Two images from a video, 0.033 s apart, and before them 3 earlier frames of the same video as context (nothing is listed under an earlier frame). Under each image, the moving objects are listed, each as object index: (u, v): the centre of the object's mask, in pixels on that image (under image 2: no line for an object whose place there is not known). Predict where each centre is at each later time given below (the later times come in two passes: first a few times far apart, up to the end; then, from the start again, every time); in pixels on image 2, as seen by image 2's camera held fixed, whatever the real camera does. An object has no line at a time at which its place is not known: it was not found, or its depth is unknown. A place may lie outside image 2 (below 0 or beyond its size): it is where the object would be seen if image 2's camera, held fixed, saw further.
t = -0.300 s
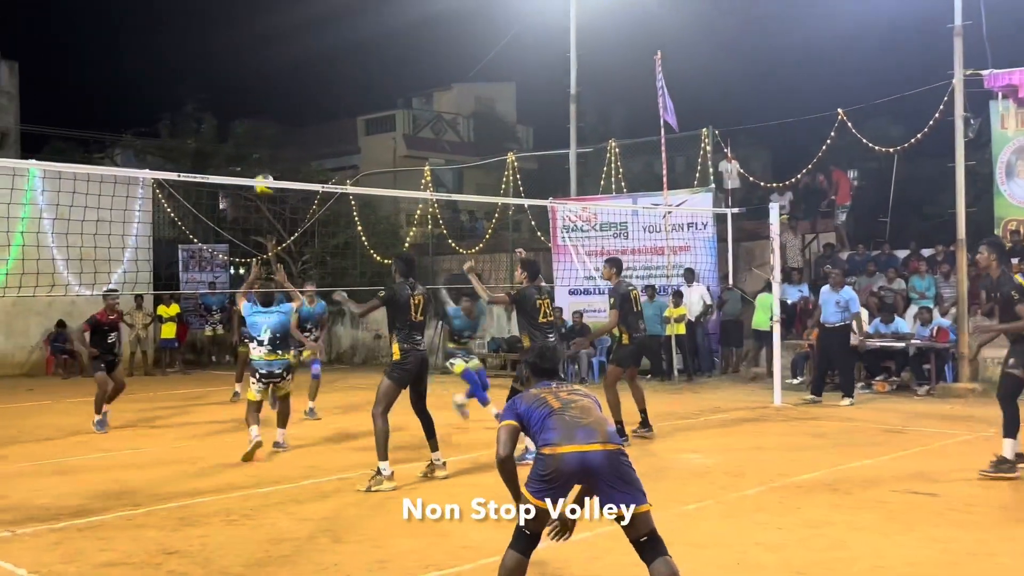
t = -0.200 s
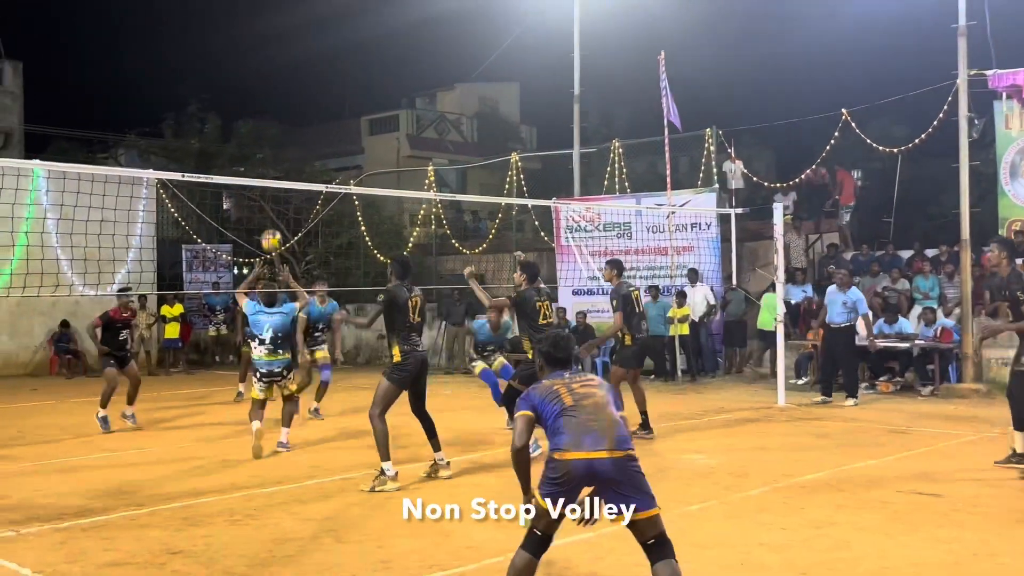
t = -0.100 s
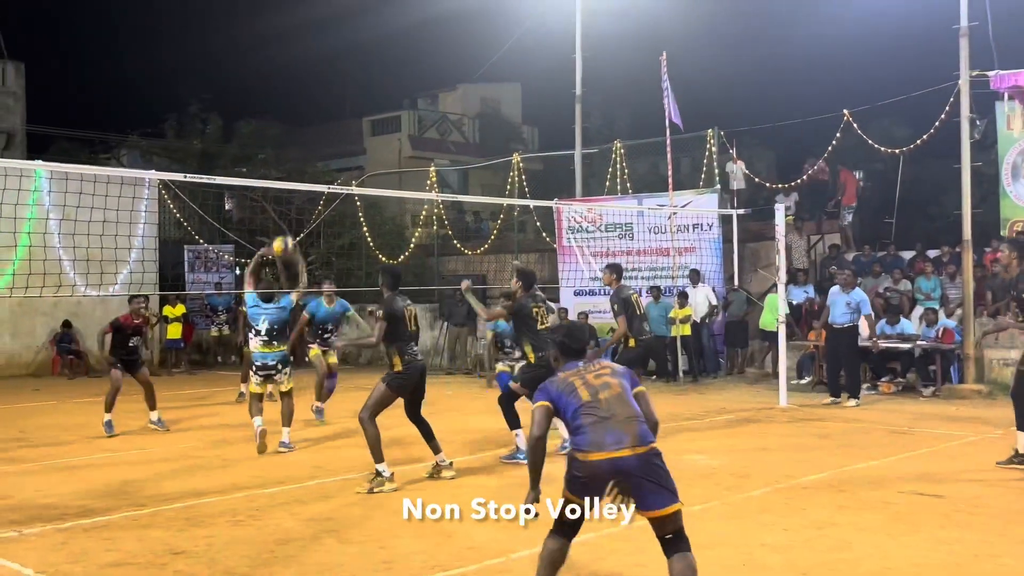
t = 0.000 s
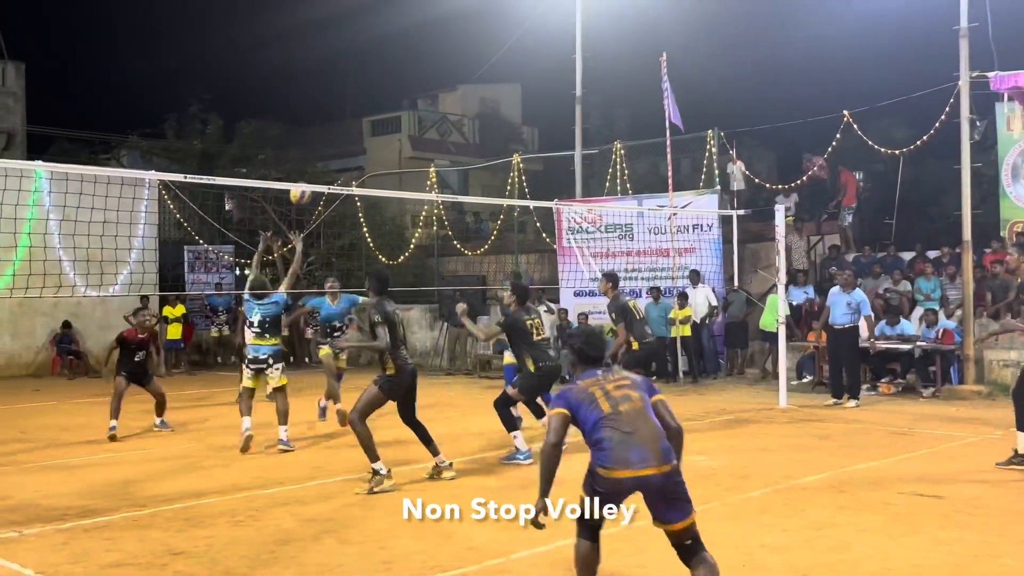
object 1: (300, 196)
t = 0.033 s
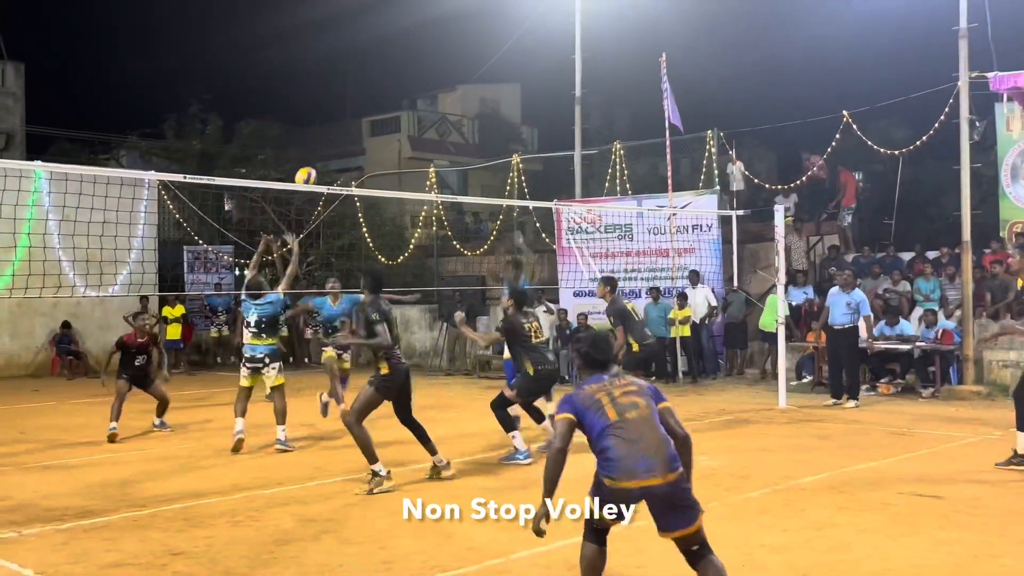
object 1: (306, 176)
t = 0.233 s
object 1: (338, 111)
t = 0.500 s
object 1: (380, 82)
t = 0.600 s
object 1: (394, 89)
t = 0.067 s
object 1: (311, 164)
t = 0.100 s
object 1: (317, 151)
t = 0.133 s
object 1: (322, 139)
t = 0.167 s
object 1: (328, 129)
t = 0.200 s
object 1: (333, 119)
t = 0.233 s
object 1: (338, 111)
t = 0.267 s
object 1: (344, 104)
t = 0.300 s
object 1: (349, 98)
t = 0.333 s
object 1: (354, 92)
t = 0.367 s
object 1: (360, 88)
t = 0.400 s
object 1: (365, 85)
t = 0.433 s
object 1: (370, 83)
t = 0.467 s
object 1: (375, 82)
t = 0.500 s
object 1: (380, 82)
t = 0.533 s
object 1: (384, 83)
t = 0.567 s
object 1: (389, 86)
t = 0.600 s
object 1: (394, 89)
